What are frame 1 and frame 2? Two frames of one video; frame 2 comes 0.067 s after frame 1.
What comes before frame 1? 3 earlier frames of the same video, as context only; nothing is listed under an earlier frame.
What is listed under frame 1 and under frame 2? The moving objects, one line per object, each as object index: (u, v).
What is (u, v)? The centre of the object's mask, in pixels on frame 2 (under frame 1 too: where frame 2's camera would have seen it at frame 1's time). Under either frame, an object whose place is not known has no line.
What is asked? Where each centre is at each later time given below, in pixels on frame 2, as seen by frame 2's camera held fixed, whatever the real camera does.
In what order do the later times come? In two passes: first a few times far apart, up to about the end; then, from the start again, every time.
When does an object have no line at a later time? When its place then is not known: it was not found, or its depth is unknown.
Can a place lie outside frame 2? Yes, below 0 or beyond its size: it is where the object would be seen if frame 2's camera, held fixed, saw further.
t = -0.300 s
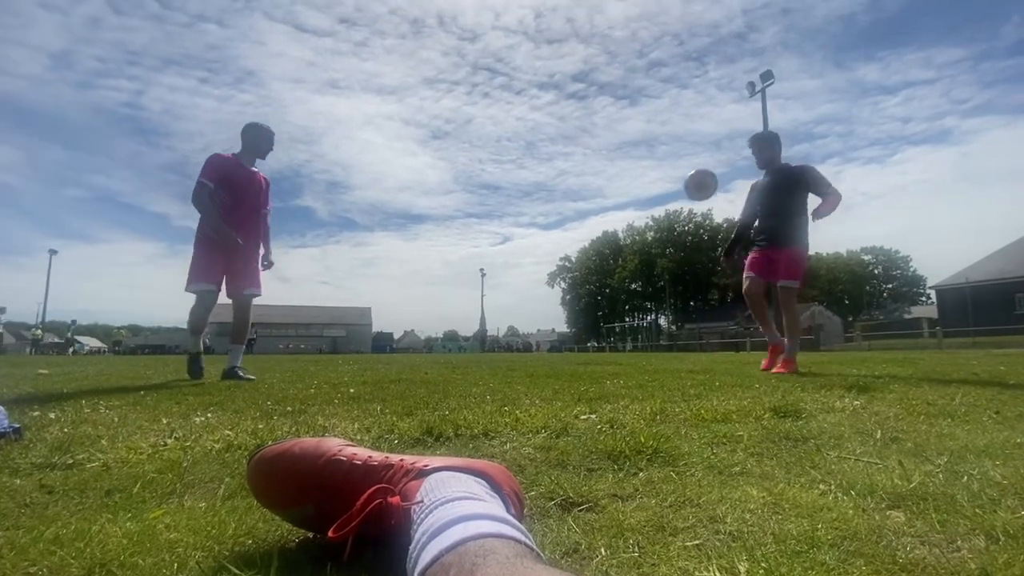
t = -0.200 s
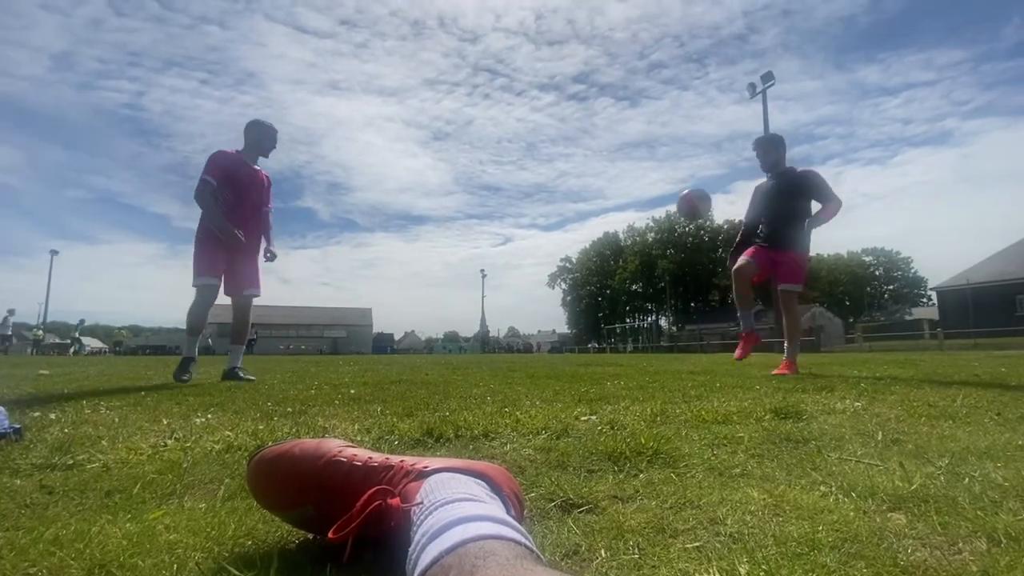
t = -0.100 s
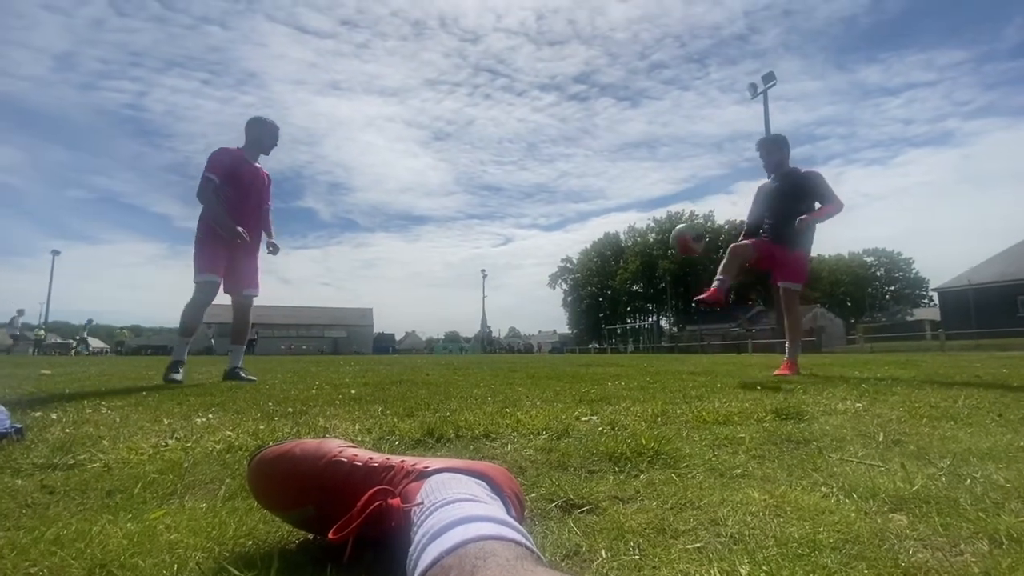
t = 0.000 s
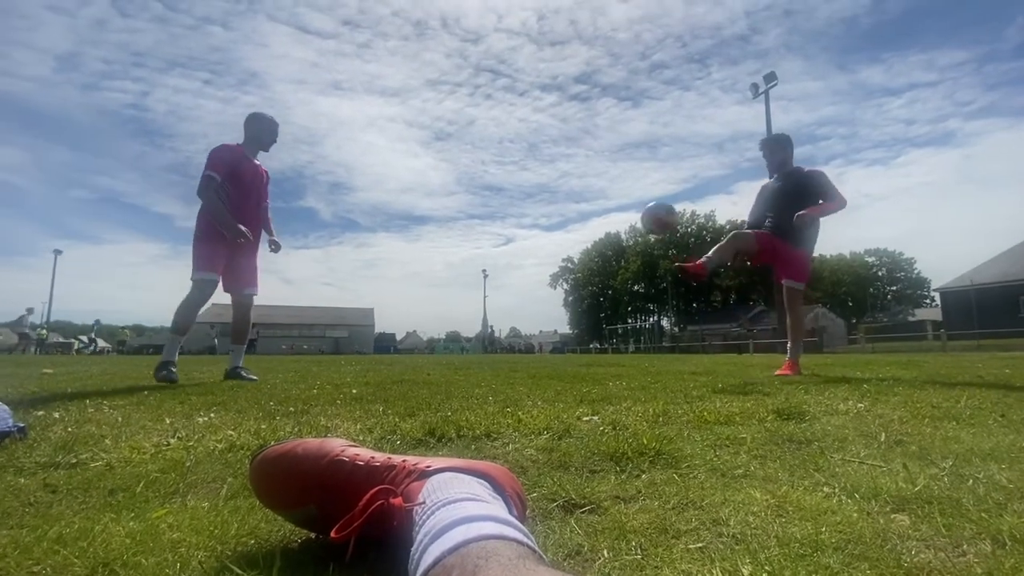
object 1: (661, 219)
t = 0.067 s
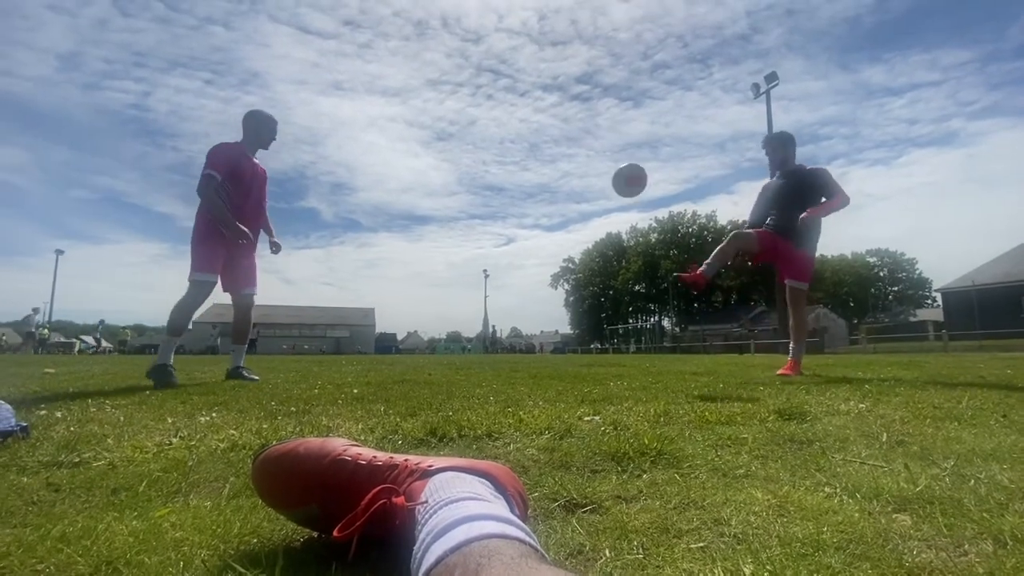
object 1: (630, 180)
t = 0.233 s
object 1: (557, 115)
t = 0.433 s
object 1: (474, 88)
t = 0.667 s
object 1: (375, 130)
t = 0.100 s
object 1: (615, 164)
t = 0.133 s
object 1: (600, 149)
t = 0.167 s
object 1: (585, 136)
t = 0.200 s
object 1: (571, 125)
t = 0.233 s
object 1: (557, 115)
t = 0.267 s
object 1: (543, 106)
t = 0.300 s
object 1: (529, 99)
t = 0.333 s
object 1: (515, 94)
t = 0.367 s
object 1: (501, 91)
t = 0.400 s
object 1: (487, 89)
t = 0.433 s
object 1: (474, 88)
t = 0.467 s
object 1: (460, 90)
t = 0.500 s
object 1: (446, 92)
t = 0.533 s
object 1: (432, 97)
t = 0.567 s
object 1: (418, 103)
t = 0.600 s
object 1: (404, 110)
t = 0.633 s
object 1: (390, 119)
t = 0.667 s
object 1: (375, 130)
